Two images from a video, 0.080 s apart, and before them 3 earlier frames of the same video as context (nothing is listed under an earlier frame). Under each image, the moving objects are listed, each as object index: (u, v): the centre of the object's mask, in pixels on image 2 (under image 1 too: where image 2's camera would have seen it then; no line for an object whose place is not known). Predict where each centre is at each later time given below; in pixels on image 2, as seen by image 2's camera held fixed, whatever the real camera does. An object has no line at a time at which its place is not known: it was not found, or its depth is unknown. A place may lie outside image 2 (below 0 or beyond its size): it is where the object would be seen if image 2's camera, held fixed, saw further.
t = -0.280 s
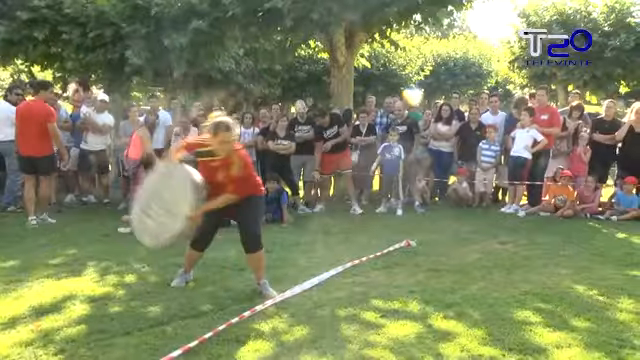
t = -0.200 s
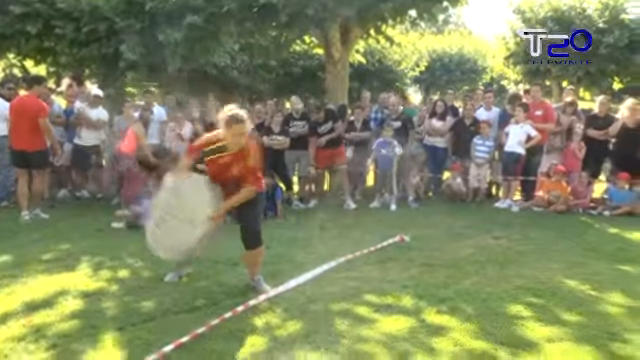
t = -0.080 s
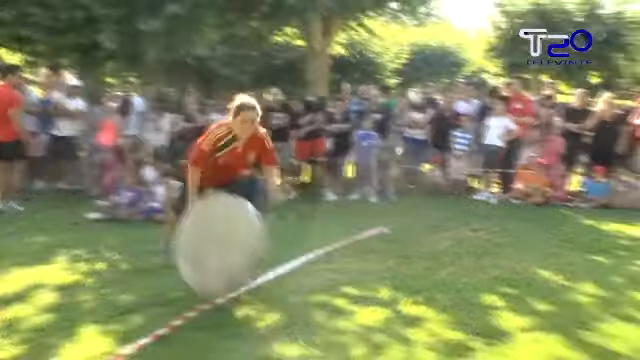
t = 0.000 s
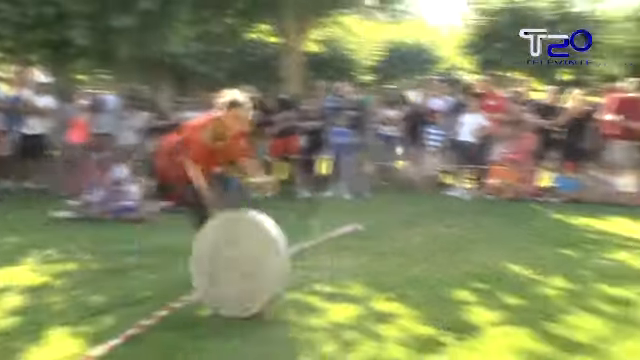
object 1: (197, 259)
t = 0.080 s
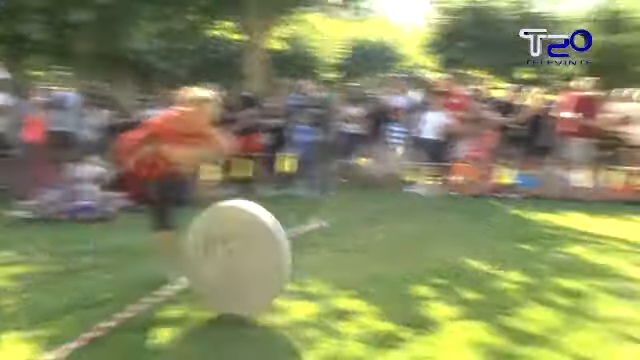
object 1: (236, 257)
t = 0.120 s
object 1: (257, 259)
